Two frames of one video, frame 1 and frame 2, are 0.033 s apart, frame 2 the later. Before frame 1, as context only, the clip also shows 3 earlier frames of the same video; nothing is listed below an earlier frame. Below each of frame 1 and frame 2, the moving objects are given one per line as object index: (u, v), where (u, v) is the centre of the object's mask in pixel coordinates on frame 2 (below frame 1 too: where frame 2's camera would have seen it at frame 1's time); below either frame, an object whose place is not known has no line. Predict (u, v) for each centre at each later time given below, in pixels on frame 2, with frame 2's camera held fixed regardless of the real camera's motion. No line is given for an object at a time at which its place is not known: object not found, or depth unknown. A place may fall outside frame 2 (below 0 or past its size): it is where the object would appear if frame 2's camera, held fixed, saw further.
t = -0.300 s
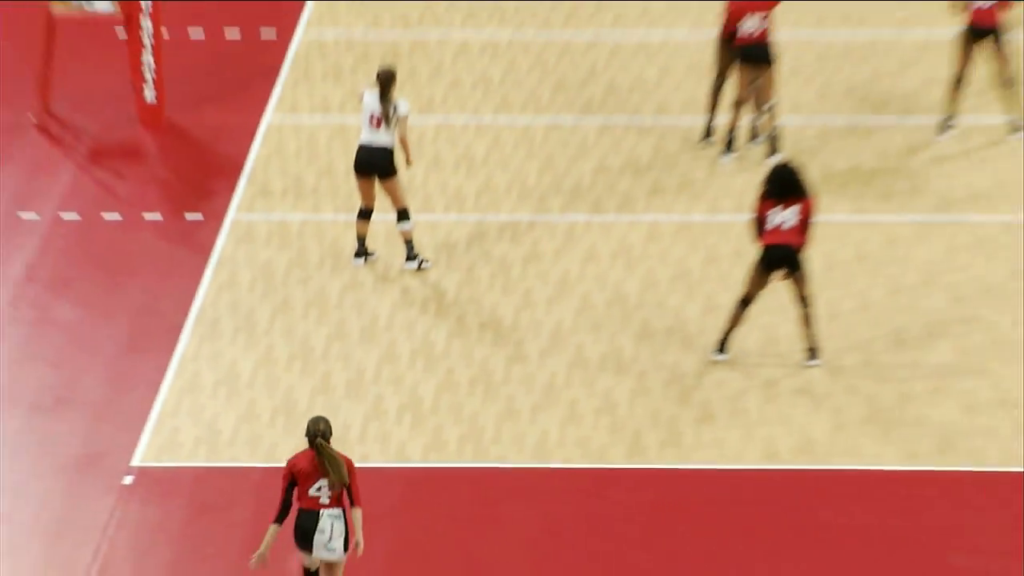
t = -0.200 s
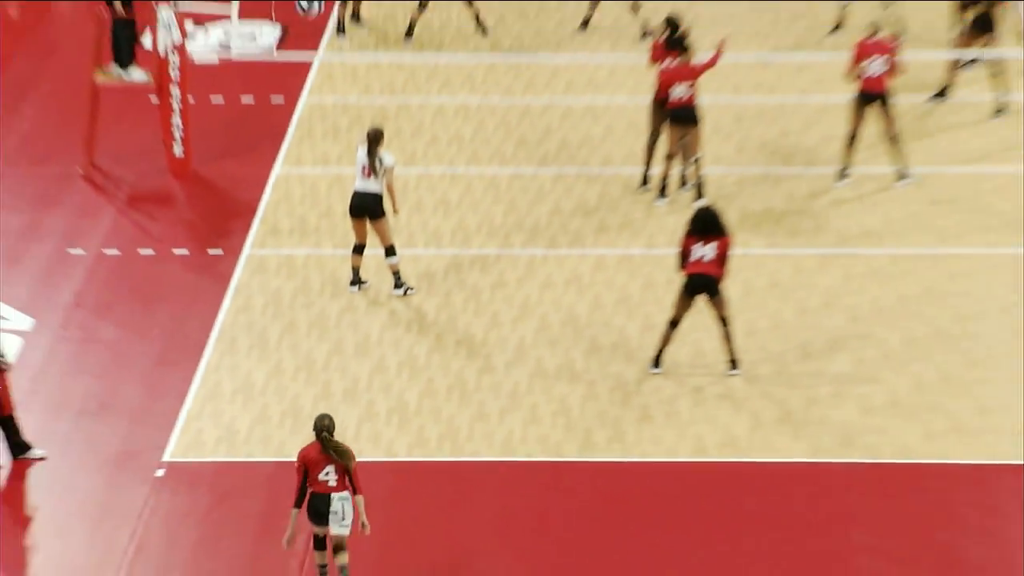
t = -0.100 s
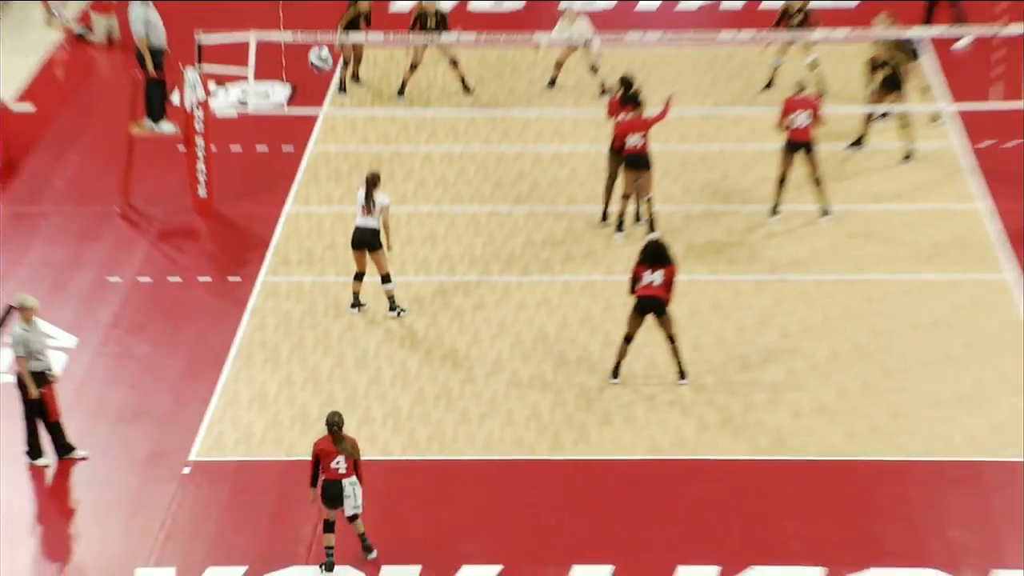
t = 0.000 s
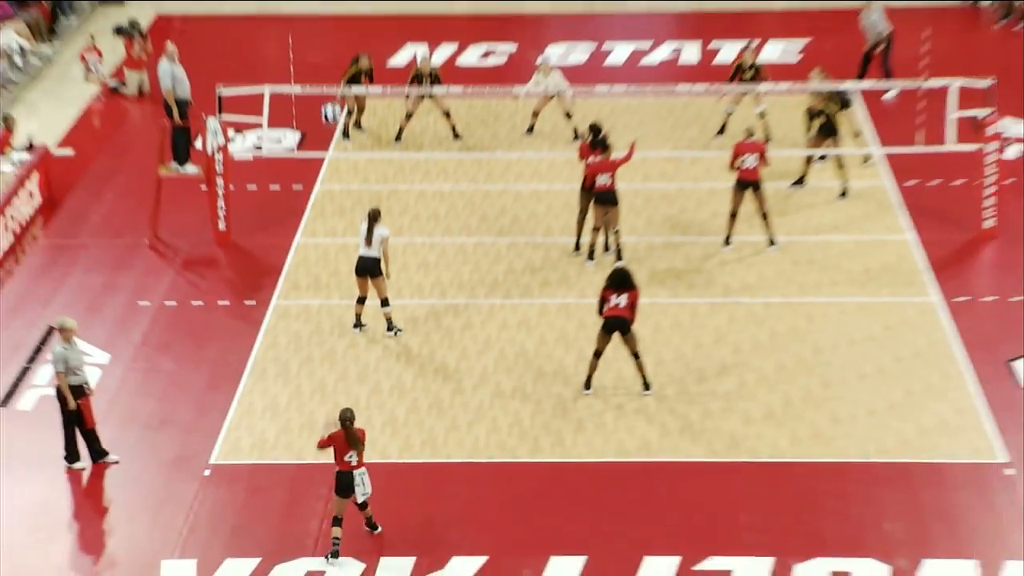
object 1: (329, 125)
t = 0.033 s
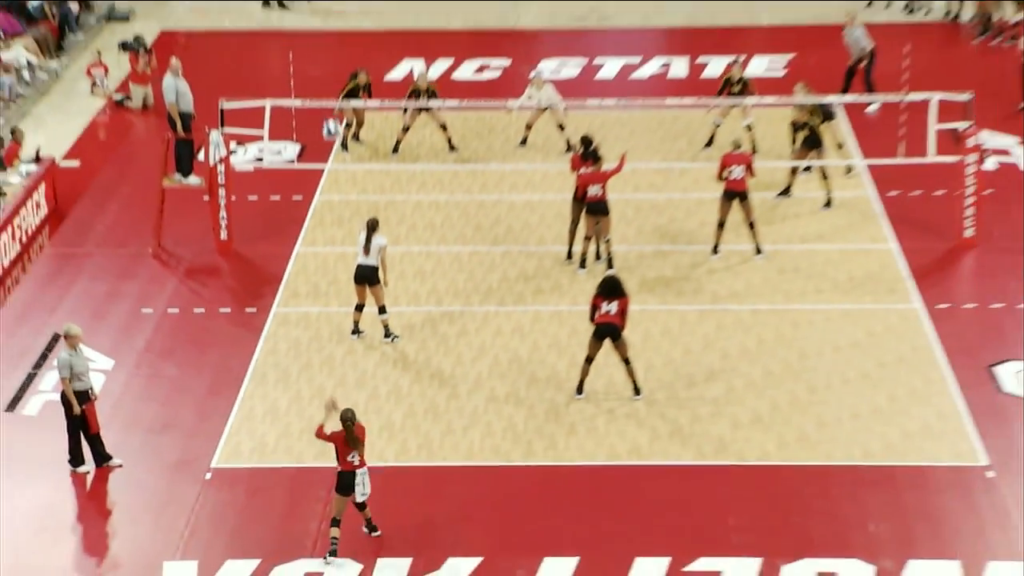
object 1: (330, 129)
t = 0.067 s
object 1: (334, 133)
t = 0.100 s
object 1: (335, 140)
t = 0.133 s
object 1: (336, 147)
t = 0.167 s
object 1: (339, 155)
